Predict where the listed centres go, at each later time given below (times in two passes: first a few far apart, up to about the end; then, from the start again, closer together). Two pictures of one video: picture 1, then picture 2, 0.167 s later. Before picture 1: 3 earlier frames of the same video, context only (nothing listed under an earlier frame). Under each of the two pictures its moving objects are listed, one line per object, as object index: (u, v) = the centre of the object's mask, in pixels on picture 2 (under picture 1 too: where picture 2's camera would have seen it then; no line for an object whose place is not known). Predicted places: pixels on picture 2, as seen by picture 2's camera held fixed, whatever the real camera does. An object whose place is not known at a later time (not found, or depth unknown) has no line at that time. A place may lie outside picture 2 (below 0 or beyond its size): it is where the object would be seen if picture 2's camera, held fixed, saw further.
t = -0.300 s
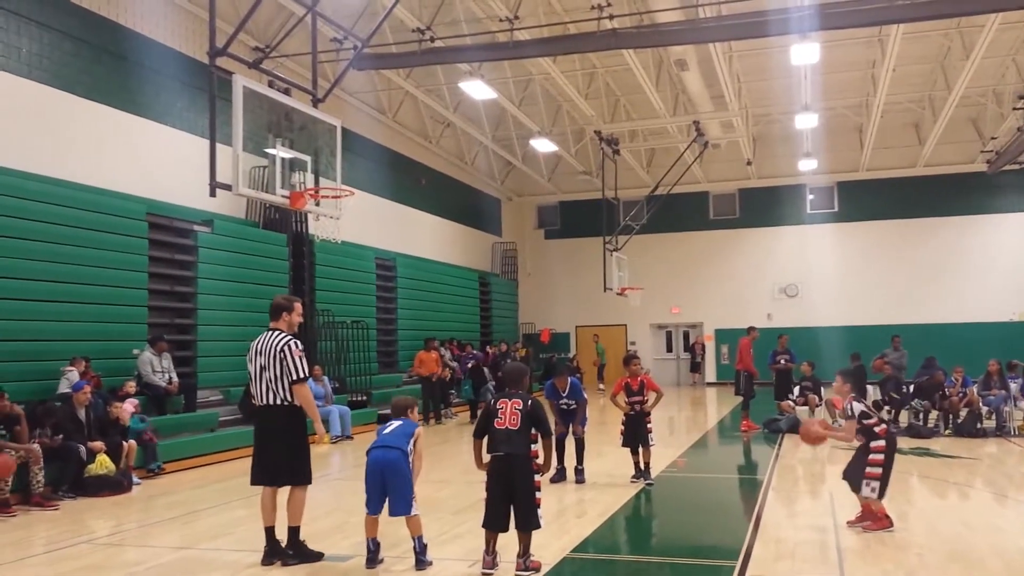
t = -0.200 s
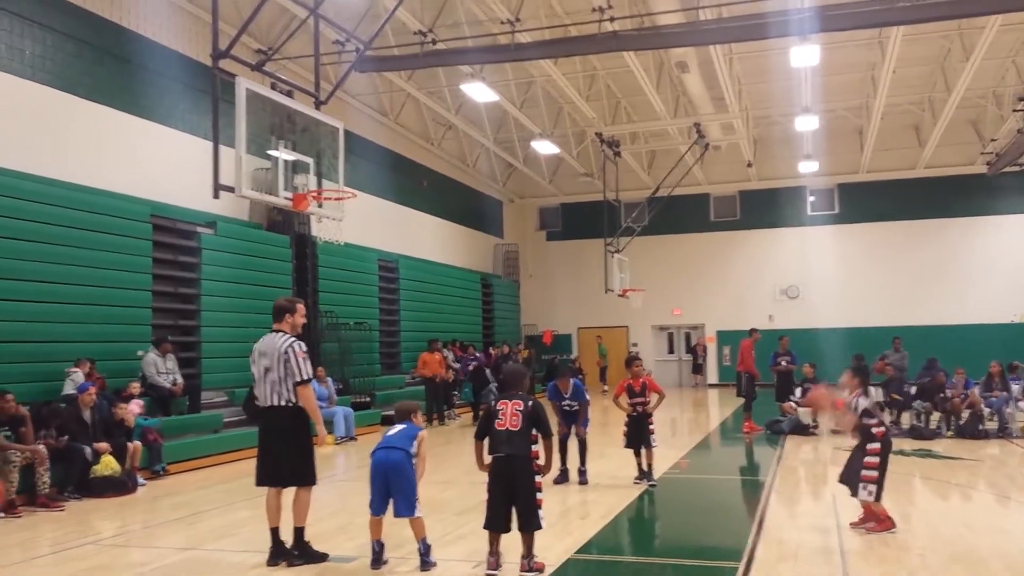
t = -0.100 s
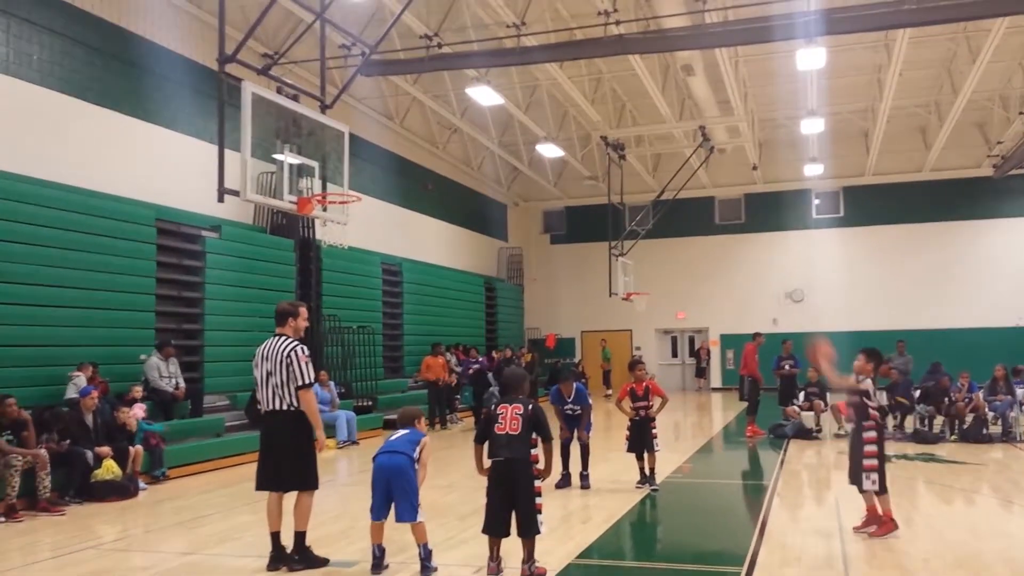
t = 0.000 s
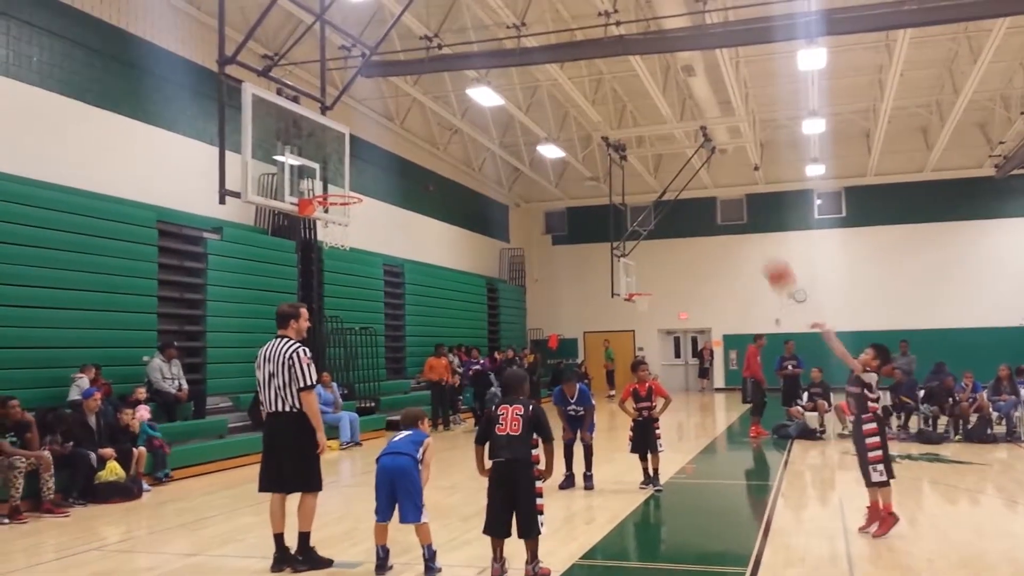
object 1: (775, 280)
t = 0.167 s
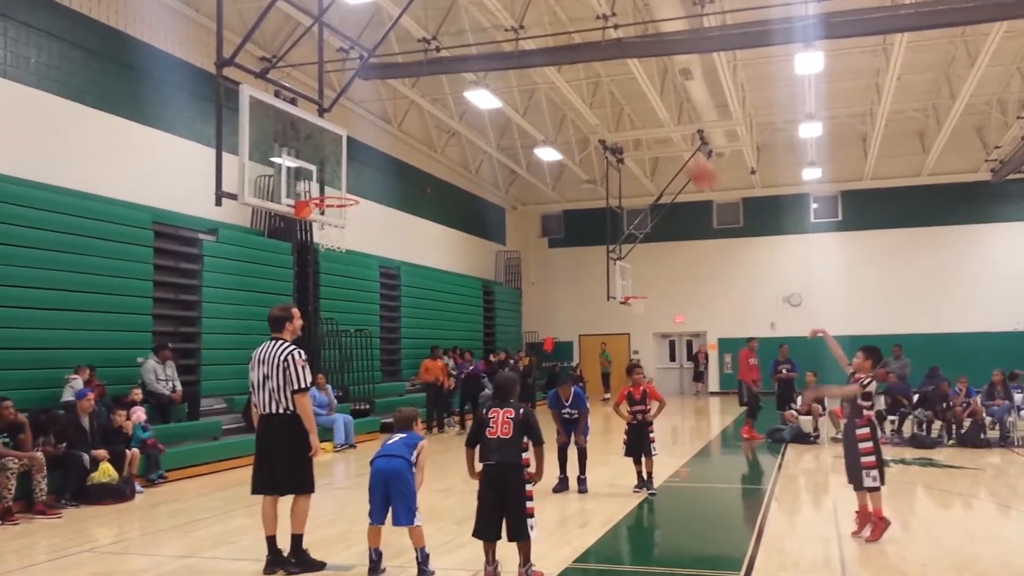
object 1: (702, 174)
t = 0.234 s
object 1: (673, 140)
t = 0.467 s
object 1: (583, 67)
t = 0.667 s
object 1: (510, 54)
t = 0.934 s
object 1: (432, 89)
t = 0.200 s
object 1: (688, 156)
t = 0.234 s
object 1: (673, 140)
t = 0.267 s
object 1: (660, 129)
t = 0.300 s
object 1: (645, 114)
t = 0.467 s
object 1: (583, 67)
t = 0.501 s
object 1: (569, 61)
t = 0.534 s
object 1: (558, 57)
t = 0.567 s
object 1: (546, 55)
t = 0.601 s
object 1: (535, 53)
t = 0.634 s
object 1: (524, 54)
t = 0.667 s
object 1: (510, 54)
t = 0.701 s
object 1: (500, 55)
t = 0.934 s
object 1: (432, 89)
